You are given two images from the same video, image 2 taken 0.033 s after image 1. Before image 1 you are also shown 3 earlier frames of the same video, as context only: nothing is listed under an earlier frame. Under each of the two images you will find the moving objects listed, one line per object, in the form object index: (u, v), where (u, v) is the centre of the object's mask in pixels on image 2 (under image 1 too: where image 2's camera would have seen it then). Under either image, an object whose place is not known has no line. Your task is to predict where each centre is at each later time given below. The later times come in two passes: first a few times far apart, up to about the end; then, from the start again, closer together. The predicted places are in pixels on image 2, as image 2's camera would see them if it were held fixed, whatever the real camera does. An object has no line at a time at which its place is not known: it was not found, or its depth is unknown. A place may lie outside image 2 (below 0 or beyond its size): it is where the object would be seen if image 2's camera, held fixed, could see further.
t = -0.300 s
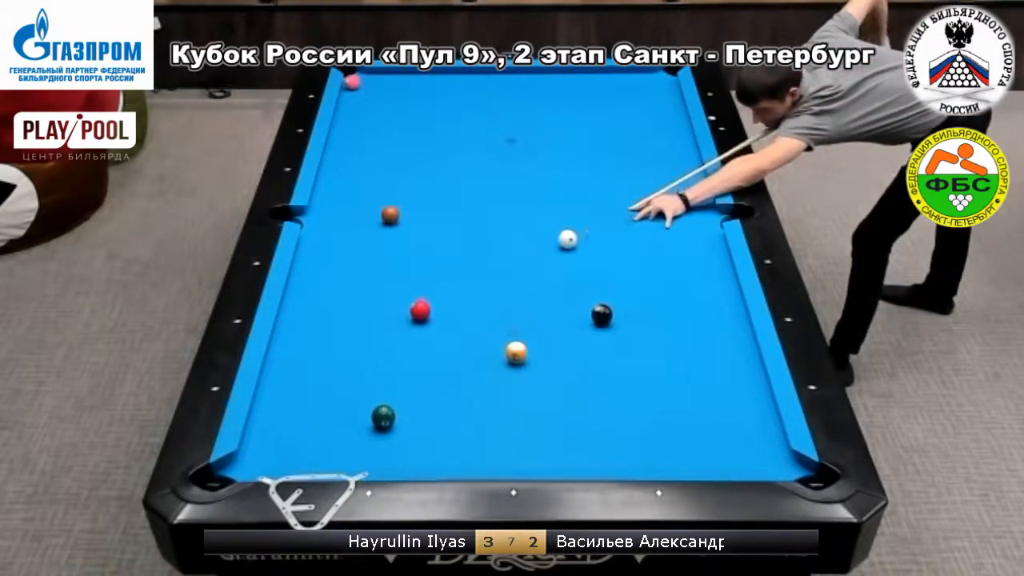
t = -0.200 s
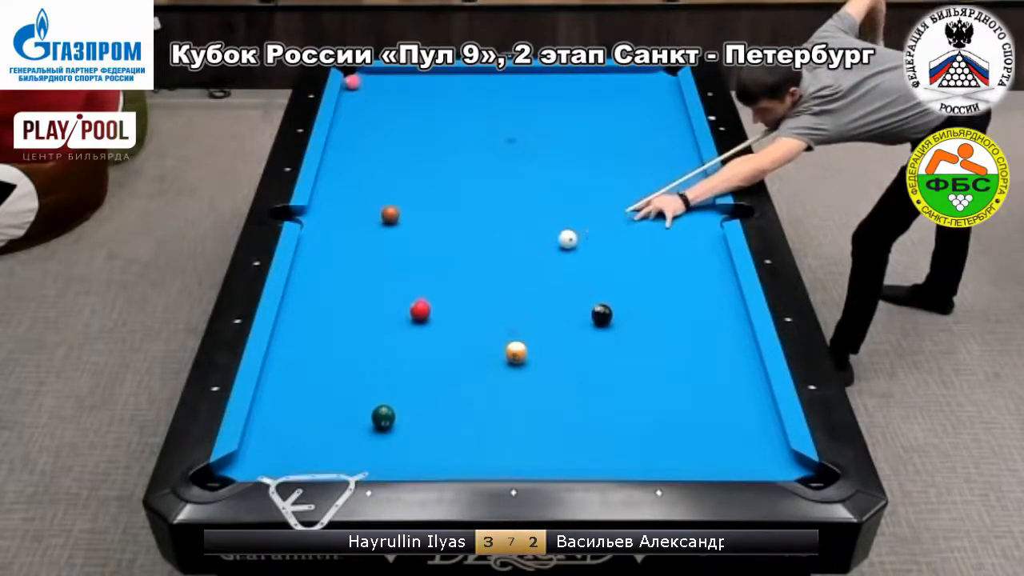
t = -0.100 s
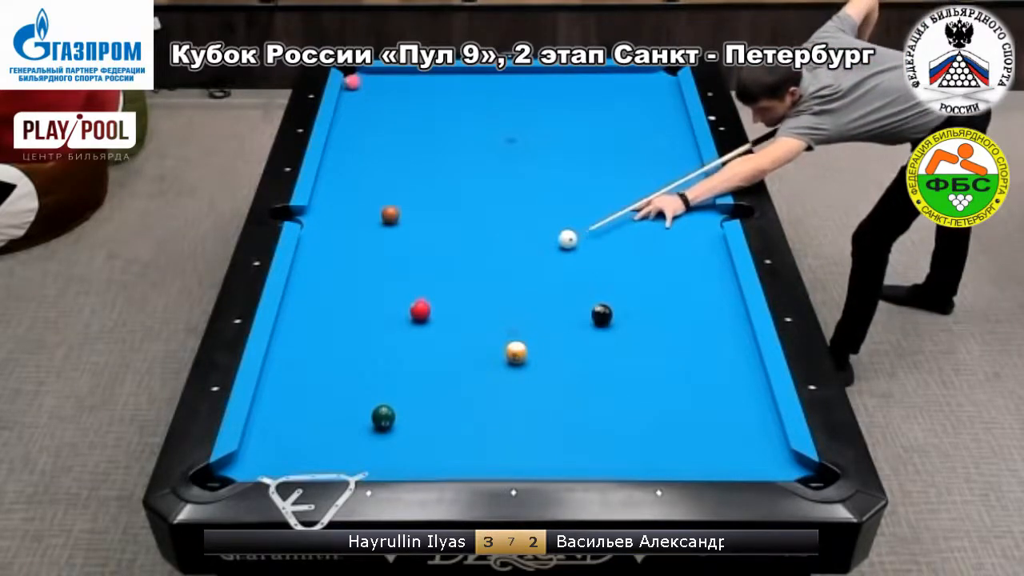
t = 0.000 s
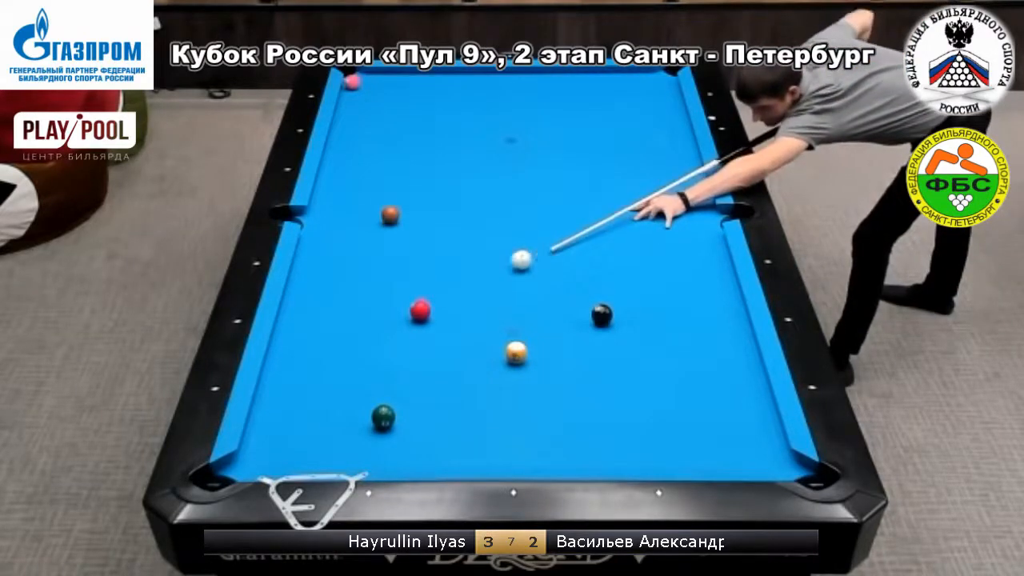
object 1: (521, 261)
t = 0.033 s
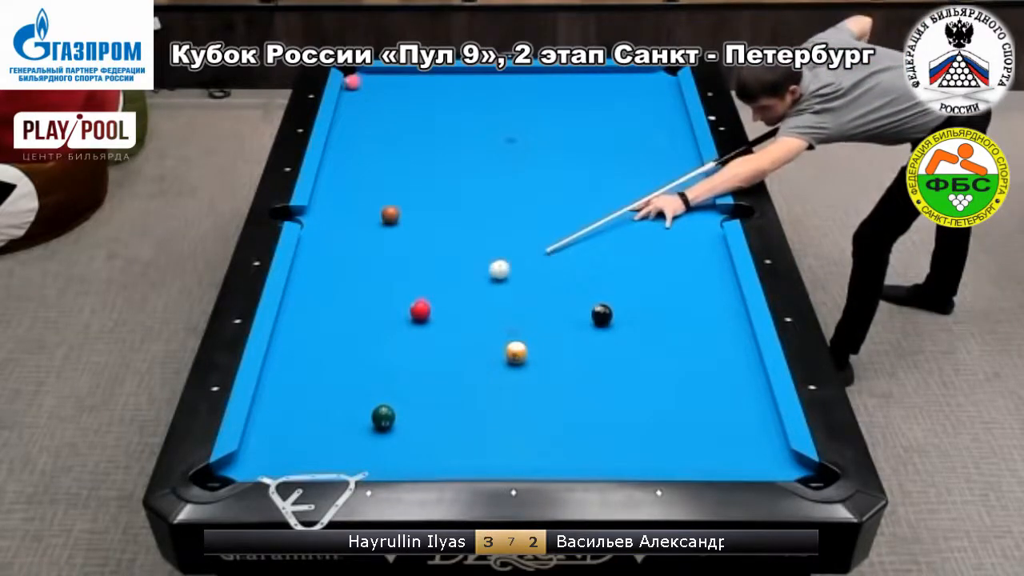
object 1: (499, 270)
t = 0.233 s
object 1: (411, 297)
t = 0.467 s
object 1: (377, 287)
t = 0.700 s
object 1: (345, 277)
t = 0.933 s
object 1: (315, 268)
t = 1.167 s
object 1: (311, 258)
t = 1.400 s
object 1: (330, 249)
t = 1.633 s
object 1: (348, 240)
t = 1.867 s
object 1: (364, 233)
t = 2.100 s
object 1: (379, 226)
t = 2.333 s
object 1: (388, 223)
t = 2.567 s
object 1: (395, 223)
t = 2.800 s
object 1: (400, 222)
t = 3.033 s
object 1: (403, 222)
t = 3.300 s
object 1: (406, 221)
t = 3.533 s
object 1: (406, 221)
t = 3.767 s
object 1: (406, 221)
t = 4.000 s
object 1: (406, 221)
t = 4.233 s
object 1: (406, 221)
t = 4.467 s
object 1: (406, 221)
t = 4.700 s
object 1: (406, 221)
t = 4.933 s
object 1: (406, 221)
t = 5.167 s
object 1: (406, 221)
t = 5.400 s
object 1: (406, 221)
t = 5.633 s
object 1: (406, 221)
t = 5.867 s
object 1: (406, 221)
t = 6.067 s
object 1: (401, 220)
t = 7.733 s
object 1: (406, 221)
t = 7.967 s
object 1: (406, 220)
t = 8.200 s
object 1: (406, 220)
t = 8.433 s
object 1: (406, 221)
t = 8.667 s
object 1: (406, 221)
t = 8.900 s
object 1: (406, 221)
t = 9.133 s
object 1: (406, 221)
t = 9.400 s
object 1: (406, 221)
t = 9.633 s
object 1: (406, 221)
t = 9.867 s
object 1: (406, 221)
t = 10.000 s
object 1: (406, 221)
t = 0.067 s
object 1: (478, 280)
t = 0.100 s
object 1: (456, 290)
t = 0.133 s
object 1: (436, 299)
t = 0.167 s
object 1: (425, 300)
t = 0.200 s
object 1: (417, 299)
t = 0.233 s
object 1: (411, 297)
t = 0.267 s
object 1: (406, 296)
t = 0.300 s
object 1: (401, 294)
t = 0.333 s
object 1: (397, 293)
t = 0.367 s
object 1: (392, 291)
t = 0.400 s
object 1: (387, 289)
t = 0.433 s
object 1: (382, 288)
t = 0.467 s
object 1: (377, 287)
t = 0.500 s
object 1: (372, 285)
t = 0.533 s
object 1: (368, 284)
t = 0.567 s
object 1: (363, 282)
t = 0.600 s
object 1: (359, 281)
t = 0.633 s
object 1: (354, 280)
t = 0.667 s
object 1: (349, 278)
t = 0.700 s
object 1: (345, 277)
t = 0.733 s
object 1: (341, 275)
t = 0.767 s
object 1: (336, 274)
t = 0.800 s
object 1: (332, 273)
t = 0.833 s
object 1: (328, 272)
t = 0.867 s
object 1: (323, 270)
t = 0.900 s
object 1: (319, 269)
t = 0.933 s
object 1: (315, 268)
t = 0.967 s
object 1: (311, 266)
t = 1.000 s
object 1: (307, 265)
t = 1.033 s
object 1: (303, 264)
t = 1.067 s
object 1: (302, 262)
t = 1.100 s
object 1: (304, 261)
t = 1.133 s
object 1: (308, 260)
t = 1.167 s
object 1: (311, 258)
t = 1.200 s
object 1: (313, 257)
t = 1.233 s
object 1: (316, 256)
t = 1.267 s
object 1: (319, 254)
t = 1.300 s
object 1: (322, 253)
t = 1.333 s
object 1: (325, 252)
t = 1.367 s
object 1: (327, 250)
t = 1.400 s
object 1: (330, 249)
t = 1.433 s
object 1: (333, 248)
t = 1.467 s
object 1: (336, 247)
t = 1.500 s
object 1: (338, 245)
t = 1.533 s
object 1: (340, 244)
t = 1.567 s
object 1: (343, 243)
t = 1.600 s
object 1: (345, 242)
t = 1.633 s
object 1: (348, 240)
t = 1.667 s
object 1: (350, 240)
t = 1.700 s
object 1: (352, 238)
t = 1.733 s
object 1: (355, 237)
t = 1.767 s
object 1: (357, 236)
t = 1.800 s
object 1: (359, 235)
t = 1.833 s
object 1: (361, 234)
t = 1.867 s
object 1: (364, 233)
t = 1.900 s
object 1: (366, 232)
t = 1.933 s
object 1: (368, 231)
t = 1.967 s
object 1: (370, 230)
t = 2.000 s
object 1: (372, 229)
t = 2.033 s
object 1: (375, 228)
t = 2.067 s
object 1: (377, 227)
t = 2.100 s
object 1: (379, 226)
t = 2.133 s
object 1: (380, 225)
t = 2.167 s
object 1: (383, 224)
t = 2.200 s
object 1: (384, 224)
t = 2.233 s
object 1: (385, 223)
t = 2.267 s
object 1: (386, 224)
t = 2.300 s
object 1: (387, 223)
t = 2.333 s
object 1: (388, 223)
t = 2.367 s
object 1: (389, 223)
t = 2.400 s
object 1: (391, 223)
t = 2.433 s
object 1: (392, 223)
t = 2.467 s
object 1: (392, 223)
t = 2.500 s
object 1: (393, 223)
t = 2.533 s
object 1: (394, 223)
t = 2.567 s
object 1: (395, 223)
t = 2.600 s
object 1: (396, 223)
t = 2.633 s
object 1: (397, 223)
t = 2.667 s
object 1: (397, 223)
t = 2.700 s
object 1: (398, 222)
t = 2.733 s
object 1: (398, 222)
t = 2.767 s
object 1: (399, 223)
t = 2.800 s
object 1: (400, 222)
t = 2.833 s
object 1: (401, 222)
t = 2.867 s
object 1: (401, 222)
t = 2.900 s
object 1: (402, 222)
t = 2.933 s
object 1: (402, 222)
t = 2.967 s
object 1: (403, 222)
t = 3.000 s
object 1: (403, 222)
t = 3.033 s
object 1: (403, 222)
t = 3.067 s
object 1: (404, 222)
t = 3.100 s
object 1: (404, 222)
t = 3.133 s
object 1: (405, 222)
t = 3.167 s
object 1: (405, 221)
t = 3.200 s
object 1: (405, 221)
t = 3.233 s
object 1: (405, 221)
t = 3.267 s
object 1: (406, 221)
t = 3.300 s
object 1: (406, 221)
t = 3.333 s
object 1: (406, 221)
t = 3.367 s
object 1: (406, 221)
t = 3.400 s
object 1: (406, 221)
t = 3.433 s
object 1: (406, 221)
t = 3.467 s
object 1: (406, 221)
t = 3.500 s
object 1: (406, 221)
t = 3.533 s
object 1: (406, 221)
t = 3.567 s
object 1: (406, 221)
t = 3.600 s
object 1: (406, 221)
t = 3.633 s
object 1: (406, 221)
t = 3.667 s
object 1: (406, 221)
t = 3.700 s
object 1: (406, 221)
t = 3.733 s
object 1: (406, 221)
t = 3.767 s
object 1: (406, 221)
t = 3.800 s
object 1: (406, 221)
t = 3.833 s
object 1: (406, 221)
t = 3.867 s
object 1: (406, 221)
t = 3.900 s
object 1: (406, 221)
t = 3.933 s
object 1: (406, 221)
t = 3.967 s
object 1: (406, 221)
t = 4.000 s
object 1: (406, 221)
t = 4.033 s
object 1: (406, 221)
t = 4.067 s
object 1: (406, 221)
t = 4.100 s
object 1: (406, 221)
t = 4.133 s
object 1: (406, 221)
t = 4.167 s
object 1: (406, 221)
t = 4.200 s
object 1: (406, 221)
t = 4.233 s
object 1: (406, 221)
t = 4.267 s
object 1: (406, 221)
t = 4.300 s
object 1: (406, 221)
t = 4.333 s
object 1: (406, 221)
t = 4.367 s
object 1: (406, 221)
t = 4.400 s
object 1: (406, 221)
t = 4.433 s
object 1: (406, 221)
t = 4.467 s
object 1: (406, 221)
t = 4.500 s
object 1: (406, 221)
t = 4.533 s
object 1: (406, 221)
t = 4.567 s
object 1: (406, 221)
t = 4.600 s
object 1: (406, 221)
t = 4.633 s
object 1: (406, 221)
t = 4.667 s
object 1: (406, 221)
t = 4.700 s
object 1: (406, 221)
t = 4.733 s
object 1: (406, 221)
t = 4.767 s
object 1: (406, 221)
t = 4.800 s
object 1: (406, 221)
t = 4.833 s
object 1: (406, 221)
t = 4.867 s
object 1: (406, 221)
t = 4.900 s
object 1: (406, 221)
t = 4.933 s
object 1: (406, 221)
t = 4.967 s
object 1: (406, 221)
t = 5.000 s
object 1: (406, 221)
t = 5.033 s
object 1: (406, 221)
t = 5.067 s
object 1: (406, 221)
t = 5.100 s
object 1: (406, 221)
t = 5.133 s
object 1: (406, 221)
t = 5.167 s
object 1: (406, 221)
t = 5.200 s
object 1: (406, 221)
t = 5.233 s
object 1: (406, 221)
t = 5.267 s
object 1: (406, 221)
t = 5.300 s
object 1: (406, 221)
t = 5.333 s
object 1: (406, 221)
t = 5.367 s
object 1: (406, 221)
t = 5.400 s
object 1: (406, 221)
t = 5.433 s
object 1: (406, 221)
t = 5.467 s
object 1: (406, 221)
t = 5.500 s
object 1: (406, 221)
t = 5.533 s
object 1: (406, 221)
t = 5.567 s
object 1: (406, 220)
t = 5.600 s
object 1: (406, 221)
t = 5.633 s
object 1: (406, 221)
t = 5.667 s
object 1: (406, 221)
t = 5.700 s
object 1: (405, 221)
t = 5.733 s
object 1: (406, 221)
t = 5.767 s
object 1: (406, 221)
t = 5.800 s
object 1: (406, 221)
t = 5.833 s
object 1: (406, 221)
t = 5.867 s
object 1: (406, 221)
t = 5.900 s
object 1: (406, 221)
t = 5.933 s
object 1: (406, 221)
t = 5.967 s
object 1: (406, 221)
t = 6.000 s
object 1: (406, 221)
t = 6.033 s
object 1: (404, 220)
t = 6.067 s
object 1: (401, 220)
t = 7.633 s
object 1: (406, 221)
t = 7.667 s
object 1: (406, 221)
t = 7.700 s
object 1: (406, 221)
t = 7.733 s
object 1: (406, 221)
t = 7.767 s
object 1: (406, 220)
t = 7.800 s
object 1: (406, 221)
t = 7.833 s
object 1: (406, 221)
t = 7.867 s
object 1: (406, 221)
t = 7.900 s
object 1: (406, 221)
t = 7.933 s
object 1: (406, 221)
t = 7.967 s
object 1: (406, 220)
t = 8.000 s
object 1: (406, 221)
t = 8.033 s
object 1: (406, 221)
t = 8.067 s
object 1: (406, 221)
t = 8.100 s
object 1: (406, 221)
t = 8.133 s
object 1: (406, 221)
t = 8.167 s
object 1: (406, 221)
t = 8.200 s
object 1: (406, 220)
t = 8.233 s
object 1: (406, 220)
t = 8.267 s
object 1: (406, 220)
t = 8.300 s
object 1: (406, 221)
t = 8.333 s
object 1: (406, 220)
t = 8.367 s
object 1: (406, 221)
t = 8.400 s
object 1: (406, 221)
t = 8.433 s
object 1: (406, 221)
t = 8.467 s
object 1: (406, 221)
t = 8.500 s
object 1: (406, 221)
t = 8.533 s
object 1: (406, 221)
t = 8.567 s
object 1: (406, 221)
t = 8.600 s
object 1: (406, 221)
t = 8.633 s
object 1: (406, 221)
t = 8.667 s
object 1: (406, 221)
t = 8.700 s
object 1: (406, 221)
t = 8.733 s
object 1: (406, 221)
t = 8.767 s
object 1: (406, 221)
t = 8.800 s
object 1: (406, 221)
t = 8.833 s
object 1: (406, 221)
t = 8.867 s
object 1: (406, 221)
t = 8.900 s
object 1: (406, 221)
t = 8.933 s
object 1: (406, 221)
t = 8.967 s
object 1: (406, 221)
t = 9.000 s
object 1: (406, 221)
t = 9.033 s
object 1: (406, 221)
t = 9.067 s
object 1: (406, 221)
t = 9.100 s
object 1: (406, 221)
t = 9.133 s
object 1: (406, 221)
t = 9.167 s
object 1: (406, 221)
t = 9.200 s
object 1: (406, 221)
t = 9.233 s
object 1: (406, 221)
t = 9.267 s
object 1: (406, 221)
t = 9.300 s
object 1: (406, 221)
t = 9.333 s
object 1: (406, 221)
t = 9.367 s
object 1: (406, 221)
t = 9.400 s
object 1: (406, 221)
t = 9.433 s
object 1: (406, 221)
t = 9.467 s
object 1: (406, 221)
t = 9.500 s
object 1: (406, 221)
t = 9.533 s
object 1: (406, 221)
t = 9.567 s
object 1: (406, 221)
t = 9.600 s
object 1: (406, 221)
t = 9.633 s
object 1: (406, 221)
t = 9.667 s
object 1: (406, 221)
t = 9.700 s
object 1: (406, 221)
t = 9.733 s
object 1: (406, 221)
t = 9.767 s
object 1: (406, 221)
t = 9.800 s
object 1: (406, 221)
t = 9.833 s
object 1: (406, 221)
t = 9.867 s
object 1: (406, 221)
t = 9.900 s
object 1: (406, 221)
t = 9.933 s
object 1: (406, 221)
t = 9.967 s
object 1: (406, 221)
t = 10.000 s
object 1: (406, 221)
